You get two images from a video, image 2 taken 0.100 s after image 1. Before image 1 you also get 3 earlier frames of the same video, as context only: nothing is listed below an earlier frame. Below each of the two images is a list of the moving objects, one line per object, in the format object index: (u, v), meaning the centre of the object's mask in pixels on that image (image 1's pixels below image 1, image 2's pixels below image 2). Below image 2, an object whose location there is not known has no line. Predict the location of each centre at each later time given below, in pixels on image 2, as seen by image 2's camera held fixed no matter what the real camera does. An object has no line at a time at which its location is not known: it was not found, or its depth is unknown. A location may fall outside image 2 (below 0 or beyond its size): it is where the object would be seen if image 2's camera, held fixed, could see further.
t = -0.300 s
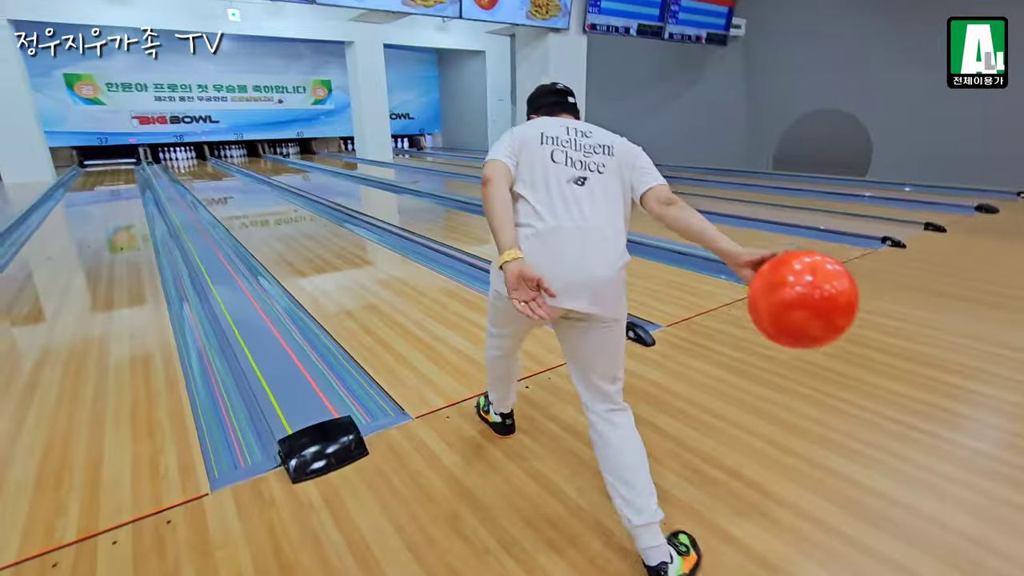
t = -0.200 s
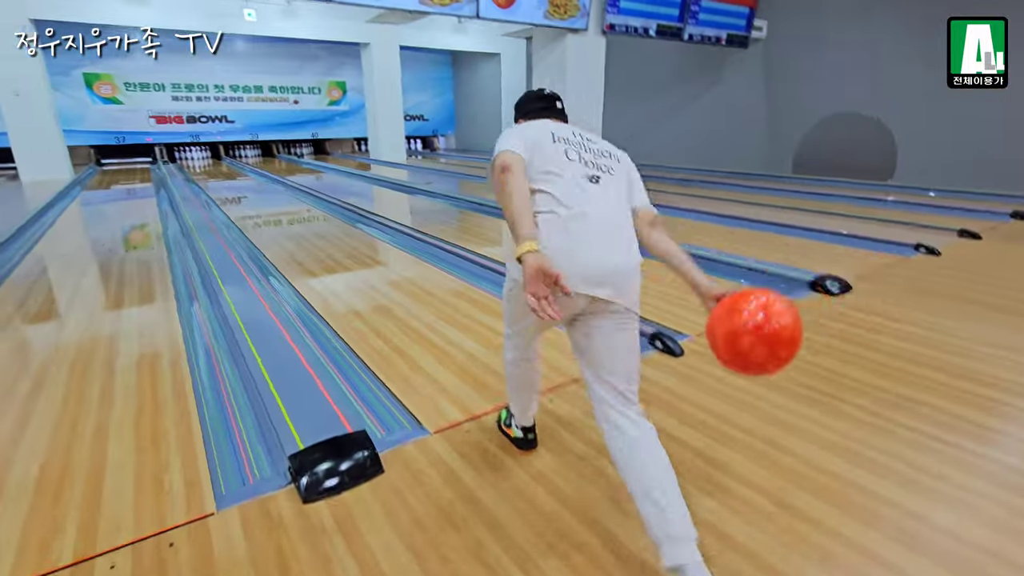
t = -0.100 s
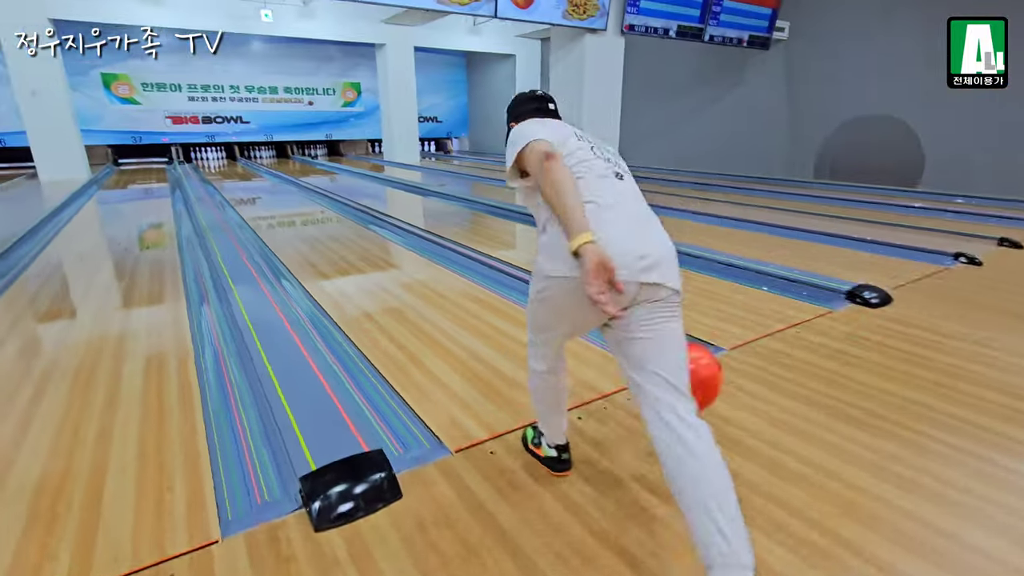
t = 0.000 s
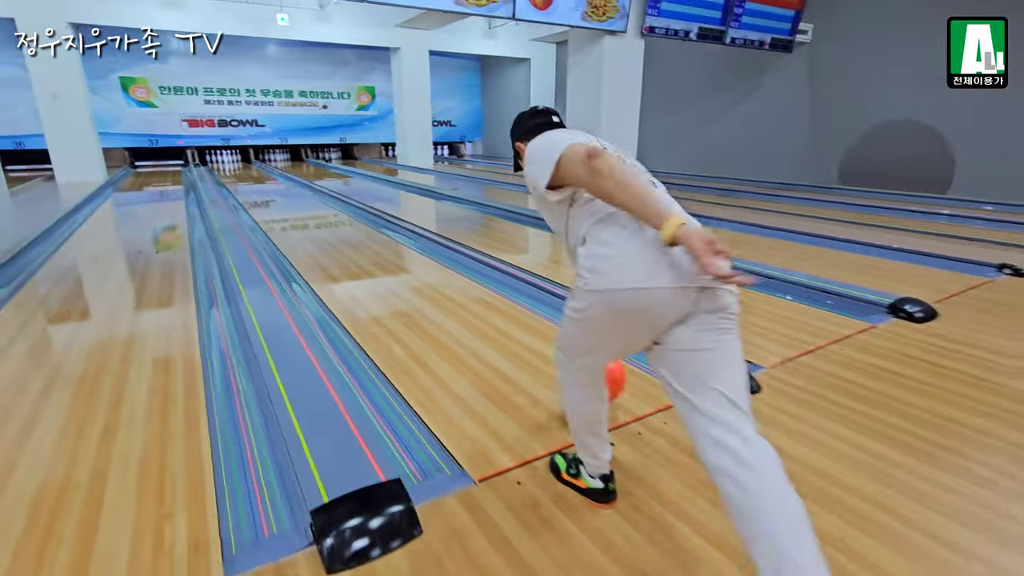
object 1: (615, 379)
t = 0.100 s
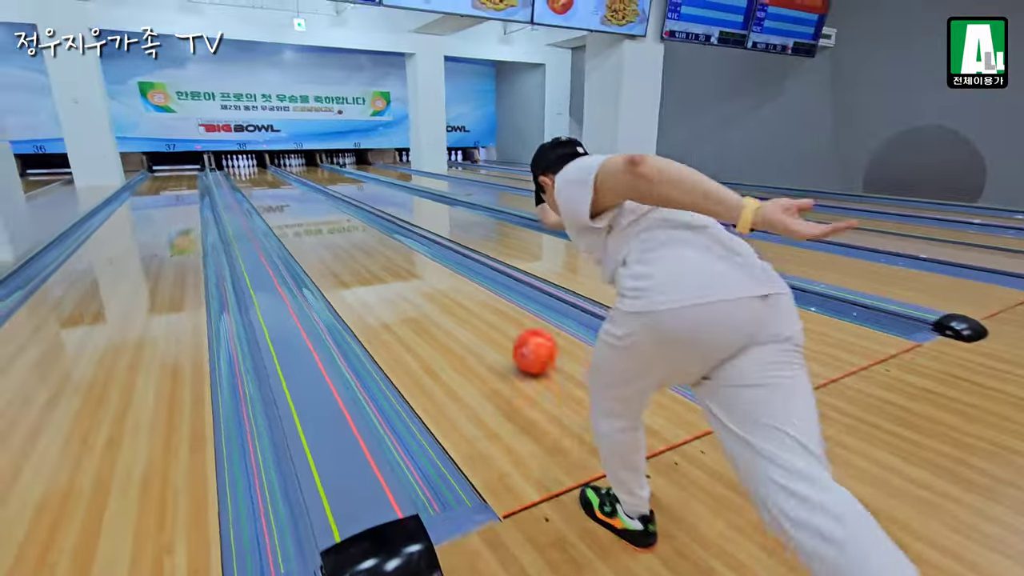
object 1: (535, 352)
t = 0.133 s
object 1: (513, 339)
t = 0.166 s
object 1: (494, 326)
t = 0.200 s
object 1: (477, 315)
